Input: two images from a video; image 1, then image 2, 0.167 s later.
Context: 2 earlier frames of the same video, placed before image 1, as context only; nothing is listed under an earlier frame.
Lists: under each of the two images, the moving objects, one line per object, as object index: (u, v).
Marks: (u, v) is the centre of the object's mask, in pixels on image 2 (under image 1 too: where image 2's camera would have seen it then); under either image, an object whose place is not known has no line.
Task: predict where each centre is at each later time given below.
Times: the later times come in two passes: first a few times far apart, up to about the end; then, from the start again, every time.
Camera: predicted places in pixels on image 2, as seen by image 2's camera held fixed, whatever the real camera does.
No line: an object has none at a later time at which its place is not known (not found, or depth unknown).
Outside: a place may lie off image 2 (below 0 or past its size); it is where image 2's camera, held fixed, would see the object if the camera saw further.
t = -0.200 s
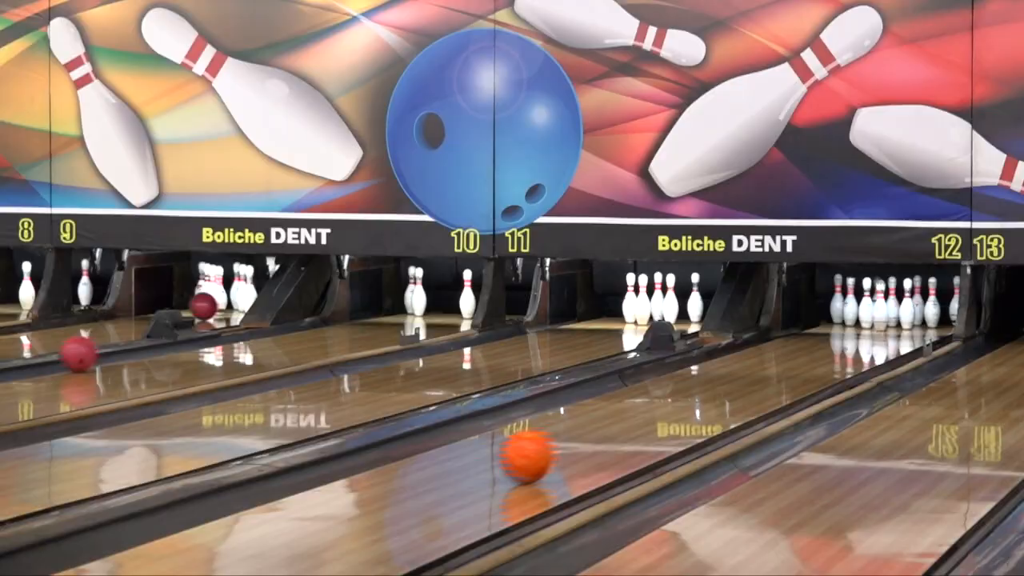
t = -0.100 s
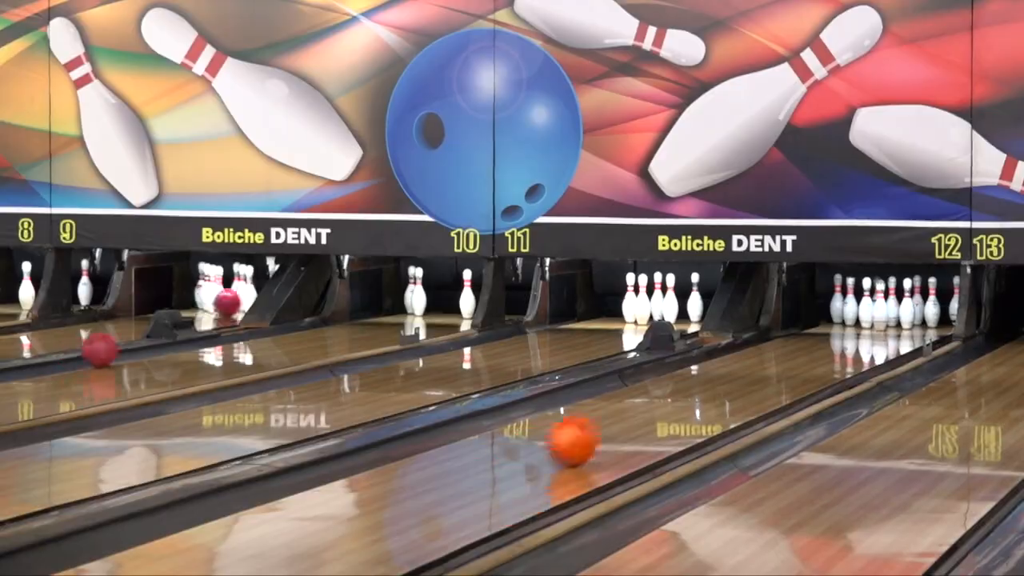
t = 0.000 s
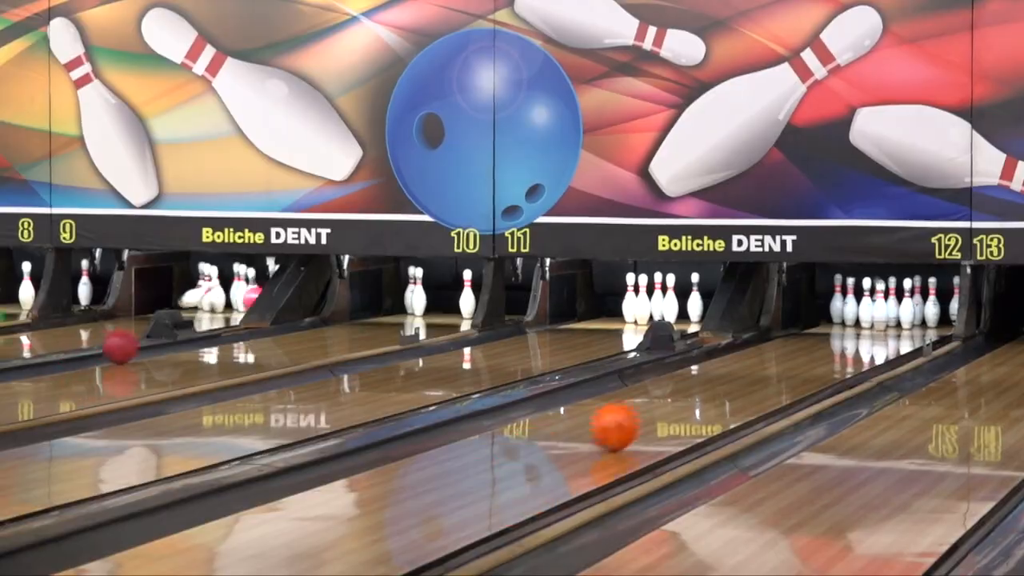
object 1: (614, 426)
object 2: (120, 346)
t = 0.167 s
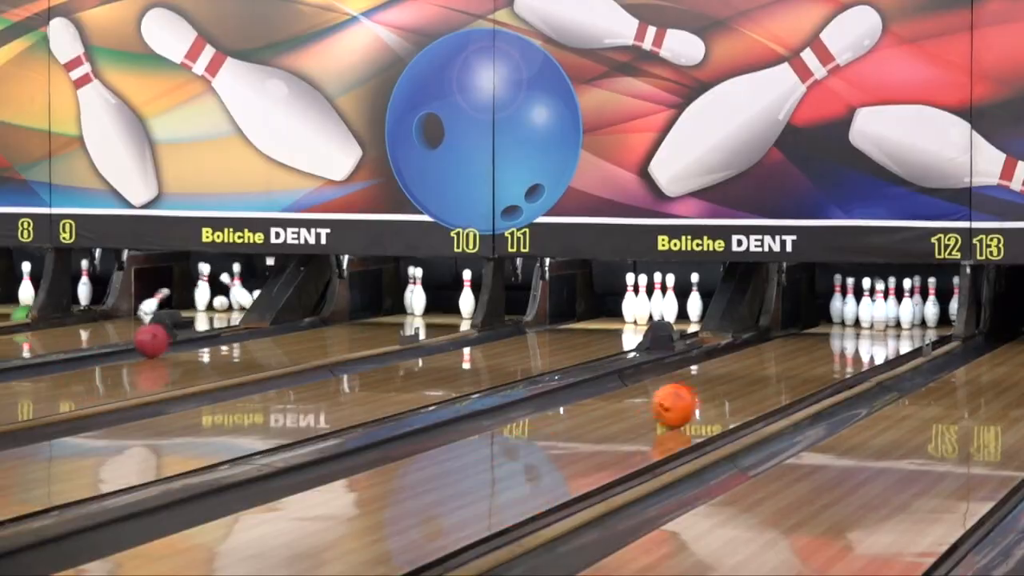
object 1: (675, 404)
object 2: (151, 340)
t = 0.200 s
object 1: (686, 401)
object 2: (157, 339)
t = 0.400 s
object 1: (743, 382)
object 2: (188, 334)
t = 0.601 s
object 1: (793, 365)
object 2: (209, 335)
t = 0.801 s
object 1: (835, 351)
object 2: (239, 331)
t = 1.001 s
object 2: (268, 326)
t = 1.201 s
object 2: (297, 321)
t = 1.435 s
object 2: (329, 316)
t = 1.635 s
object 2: (352, 312)
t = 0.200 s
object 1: (686, 401)
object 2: (157, 339)
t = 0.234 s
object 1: (695, 397)
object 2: (162, 339)
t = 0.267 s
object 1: (706, 394)
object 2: (168, 337)
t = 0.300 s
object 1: (716, 390)
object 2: (174, 336)
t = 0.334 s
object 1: (725, 388)
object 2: (179, 335)
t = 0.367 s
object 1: (734, 384)
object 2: (183, 335)
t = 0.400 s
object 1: (743, 382)
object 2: (188, 334)
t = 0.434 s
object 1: (752, 379)
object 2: (192, 334)
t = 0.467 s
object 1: (761, 376)
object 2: (195, 334)
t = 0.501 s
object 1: (769, 373)
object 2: (199, 334)
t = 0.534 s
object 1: (777, 371)
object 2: (202, 335)
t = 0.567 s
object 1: (786, 367)
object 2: (203, 336)
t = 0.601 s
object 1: (793, 365)
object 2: (209, 335)
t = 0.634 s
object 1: (801, 363)
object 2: (215, 334)
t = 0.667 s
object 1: (808, 360)
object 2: (221, 333)
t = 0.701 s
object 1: (815, 358)
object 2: (225, 333)
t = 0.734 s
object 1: (822, 355)
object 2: (230, 332)
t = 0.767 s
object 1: (829, 353)
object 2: (234, 331)
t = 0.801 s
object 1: (835, 351)
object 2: (239, 331)
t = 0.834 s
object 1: (841, 349)
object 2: (244, 330)
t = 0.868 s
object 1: (848, 347)
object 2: (249, 329)
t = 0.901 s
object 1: (854, 345)
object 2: (253, 328)
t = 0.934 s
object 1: (860, 343)
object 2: (259, 327)
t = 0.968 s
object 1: (866, 341)
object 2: (264, 327)
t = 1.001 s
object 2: (268, 326)
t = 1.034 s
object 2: (273, 325)
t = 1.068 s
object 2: (278, 324)
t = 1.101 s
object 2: (283, 324)
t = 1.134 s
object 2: (287, 323)
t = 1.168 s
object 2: (292, 322)
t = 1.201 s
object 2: (297, 321)
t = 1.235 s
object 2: (301, 321)
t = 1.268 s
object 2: (306, 320)
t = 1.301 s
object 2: (311, 319)
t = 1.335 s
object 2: (315, 318)
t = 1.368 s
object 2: (320, 317)
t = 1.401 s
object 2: (325, 317)
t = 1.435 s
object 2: (329, 316)
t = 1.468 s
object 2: (334, 315)
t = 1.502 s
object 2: (337, 314)
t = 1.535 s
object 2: (341, 314)
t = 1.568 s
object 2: (345, 312)
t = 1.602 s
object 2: (348, 312)
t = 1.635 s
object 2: (352, 312)
